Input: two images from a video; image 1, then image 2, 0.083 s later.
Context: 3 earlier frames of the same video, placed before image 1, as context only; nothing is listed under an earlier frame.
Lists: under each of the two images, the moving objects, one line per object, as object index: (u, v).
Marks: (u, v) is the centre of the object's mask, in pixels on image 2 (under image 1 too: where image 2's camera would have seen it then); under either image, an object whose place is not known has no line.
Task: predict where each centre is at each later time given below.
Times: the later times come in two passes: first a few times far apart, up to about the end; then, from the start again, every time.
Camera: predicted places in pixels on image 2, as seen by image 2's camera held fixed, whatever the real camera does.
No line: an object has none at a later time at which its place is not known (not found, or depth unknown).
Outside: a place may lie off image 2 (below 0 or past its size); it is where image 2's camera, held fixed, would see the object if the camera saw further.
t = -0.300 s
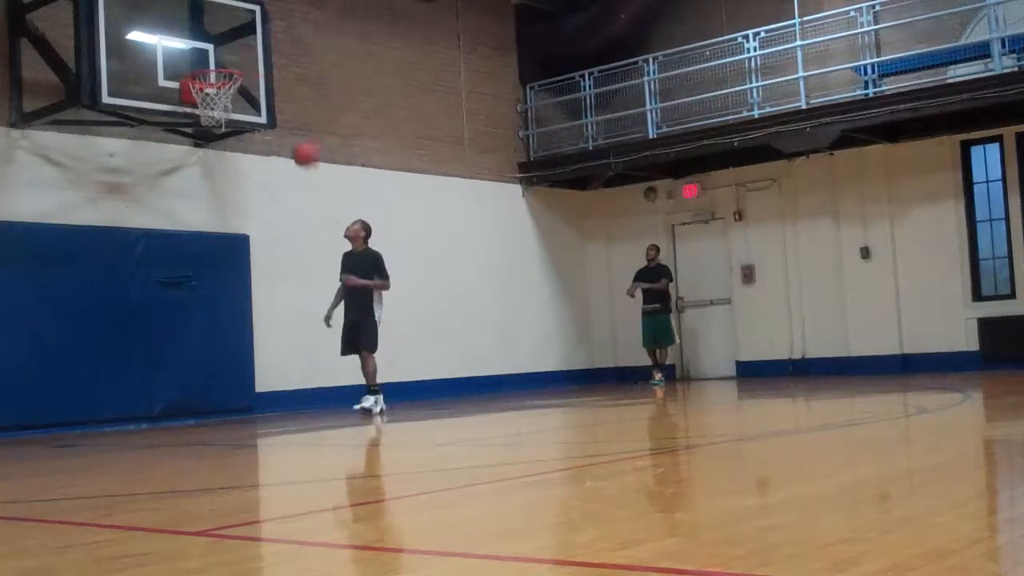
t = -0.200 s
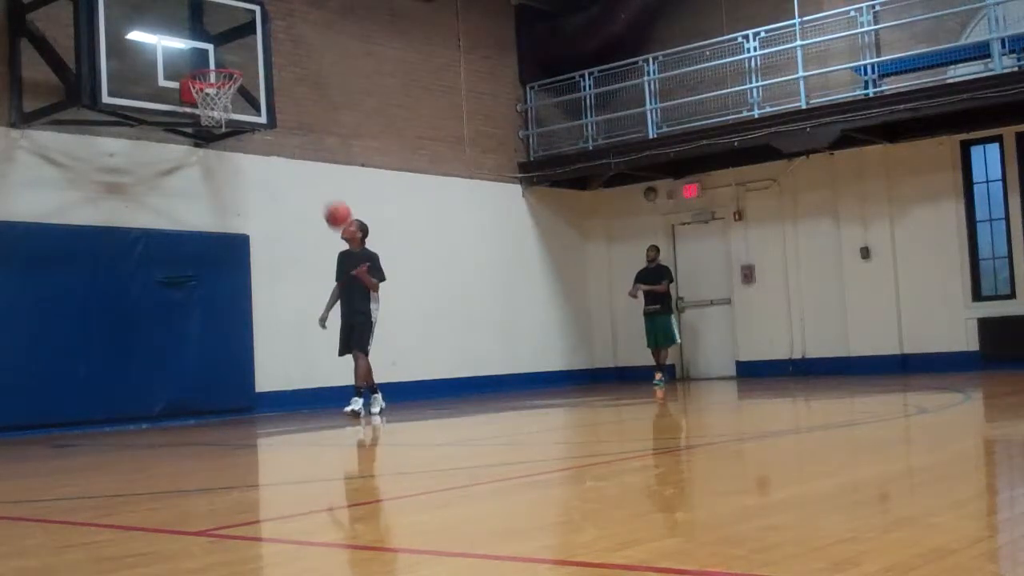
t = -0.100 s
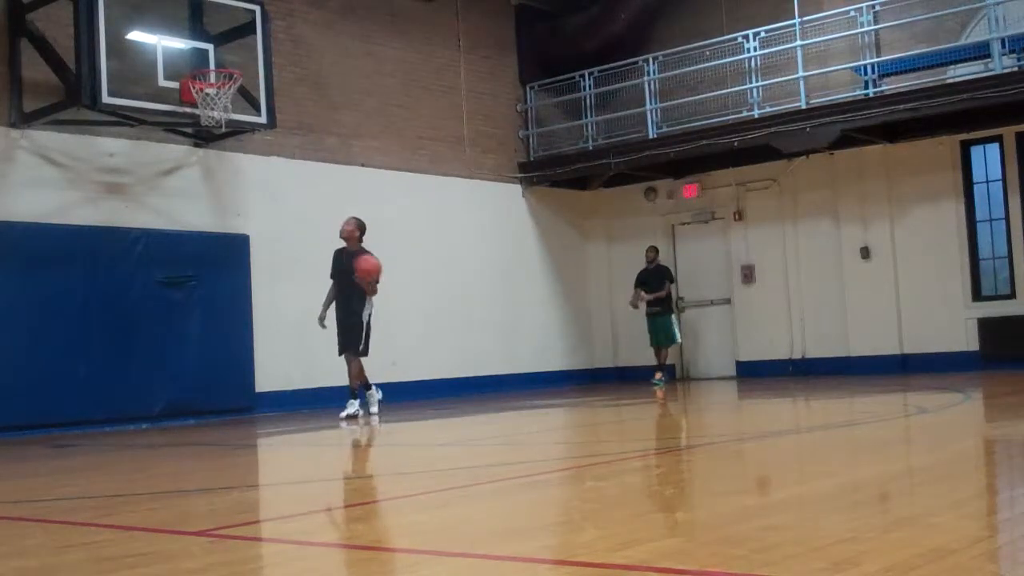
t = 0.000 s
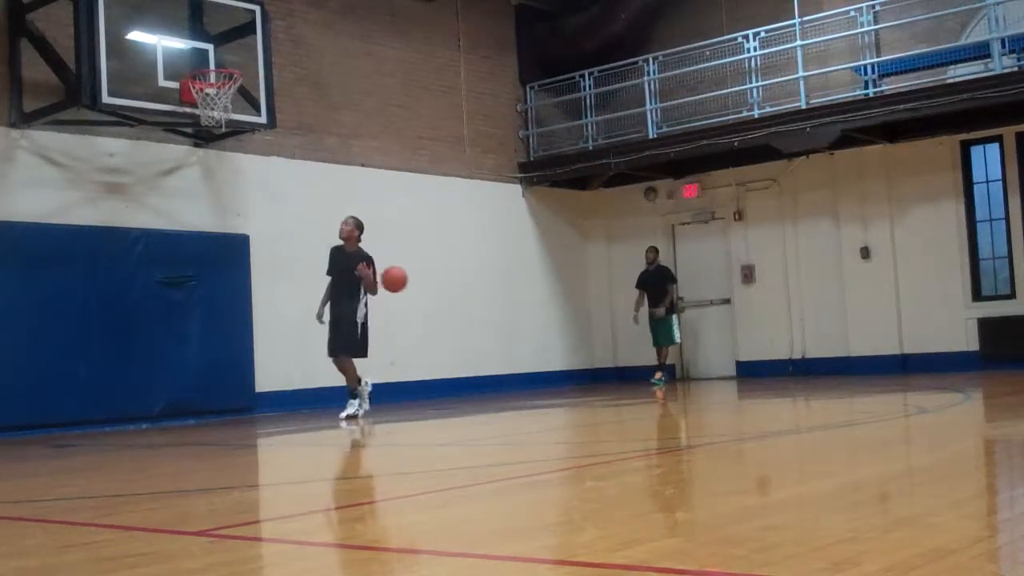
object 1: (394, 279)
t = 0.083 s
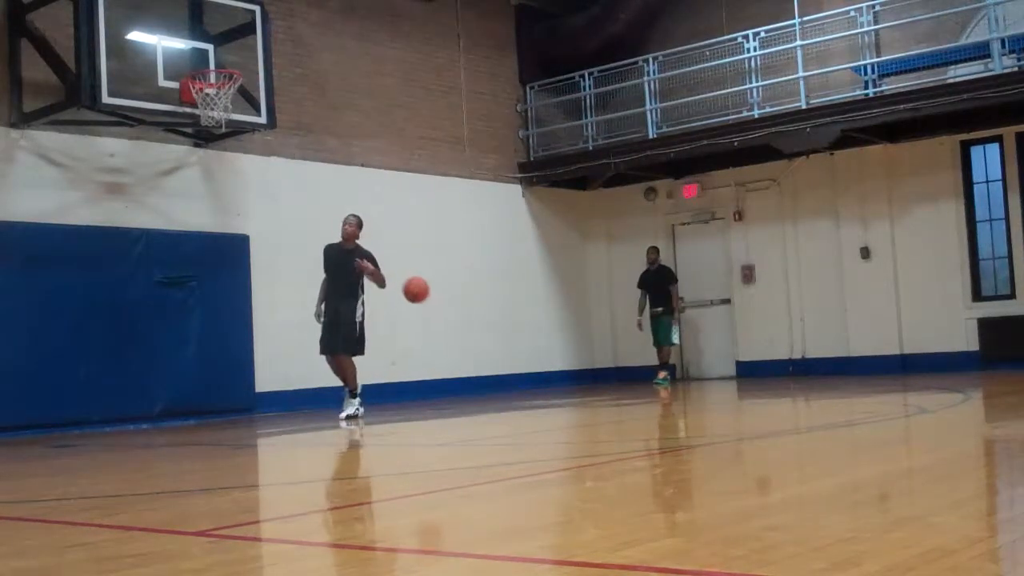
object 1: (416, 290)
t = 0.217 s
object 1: (450, 322)
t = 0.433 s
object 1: (506, 385)
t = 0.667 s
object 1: (552, 326)
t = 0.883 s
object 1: (596, 322)
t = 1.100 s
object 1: (642, 367)
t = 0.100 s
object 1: (420, 293)
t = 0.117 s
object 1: (424, 296)
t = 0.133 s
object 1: (428, 299)
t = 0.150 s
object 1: (433, 303)
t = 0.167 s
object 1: (437, 308)
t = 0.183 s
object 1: (441, 312)
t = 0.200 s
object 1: (446, 317)
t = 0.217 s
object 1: (450, 322)
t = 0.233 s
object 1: (454, 327)
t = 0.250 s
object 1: (459, 333)
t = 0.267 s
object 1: (463, 338)
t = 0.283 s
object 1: (468, 345)
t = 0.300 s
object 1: (472, 351)
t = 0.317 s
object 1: (476, 358)
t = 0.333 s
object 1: (480, 365)
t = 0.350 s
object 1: (485, 372)
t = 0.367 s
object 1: (489, 380)
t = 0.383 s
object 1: (493, 386)
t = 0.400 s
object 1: (498, 395)
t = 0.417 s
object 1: (500, 391)
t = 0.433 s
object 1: (506, 385)
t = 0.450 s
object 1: (508, 379)
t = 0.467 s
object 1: (512, 372)
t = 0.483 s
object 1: (515, 366)
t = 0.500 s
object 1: (518, 361)
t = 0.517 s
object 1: (521, 357)
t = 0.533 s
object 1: (525, 352)
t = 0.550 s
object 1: (528, 348)
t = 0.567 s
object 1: (531, 344)
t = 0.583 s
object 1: (535, 340)
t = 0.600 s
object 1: (538, 336)
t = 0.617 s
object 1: (542, 333)
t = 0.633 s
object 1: (545, 330)
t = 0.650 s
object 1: (548, 328)
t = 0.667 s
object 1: (552, 326)
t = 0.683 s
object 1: (555, 324)
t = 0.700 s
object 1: (559, 322)
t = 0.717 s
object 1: (562, 321)
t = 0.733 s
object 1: (565, 319)
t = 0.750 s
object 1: (569, 319)
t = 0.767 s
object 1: (572, 319)
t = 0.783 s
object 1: (576, 319)
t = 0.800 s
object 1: (579, 319)
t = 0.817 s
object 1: (583, 319)
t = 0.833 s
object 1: (586, 319)
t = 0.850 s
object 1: (589, 320)
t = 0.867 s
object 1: (593, 321)
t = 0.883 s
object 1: (596, 322)
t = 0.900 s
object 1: (600, 324)
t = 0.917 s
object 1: (604, 326)
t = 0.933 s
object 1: (607, 329)
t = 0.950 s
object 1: (610, 332)
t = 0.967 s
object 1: (613, 334)
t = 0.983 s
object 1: (617, 338)
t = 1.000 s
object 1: (620, 341)
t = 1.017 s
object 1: (624, 345)
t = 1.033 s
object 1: (628, 349)
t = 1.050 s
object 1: (632, 353)
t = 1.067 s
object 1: (635, 357)
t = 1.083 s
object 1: (639, 362)
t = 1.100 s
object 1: (642, 367)
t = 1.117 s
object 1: (646, 373)
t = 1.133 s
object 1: (649, 377)
